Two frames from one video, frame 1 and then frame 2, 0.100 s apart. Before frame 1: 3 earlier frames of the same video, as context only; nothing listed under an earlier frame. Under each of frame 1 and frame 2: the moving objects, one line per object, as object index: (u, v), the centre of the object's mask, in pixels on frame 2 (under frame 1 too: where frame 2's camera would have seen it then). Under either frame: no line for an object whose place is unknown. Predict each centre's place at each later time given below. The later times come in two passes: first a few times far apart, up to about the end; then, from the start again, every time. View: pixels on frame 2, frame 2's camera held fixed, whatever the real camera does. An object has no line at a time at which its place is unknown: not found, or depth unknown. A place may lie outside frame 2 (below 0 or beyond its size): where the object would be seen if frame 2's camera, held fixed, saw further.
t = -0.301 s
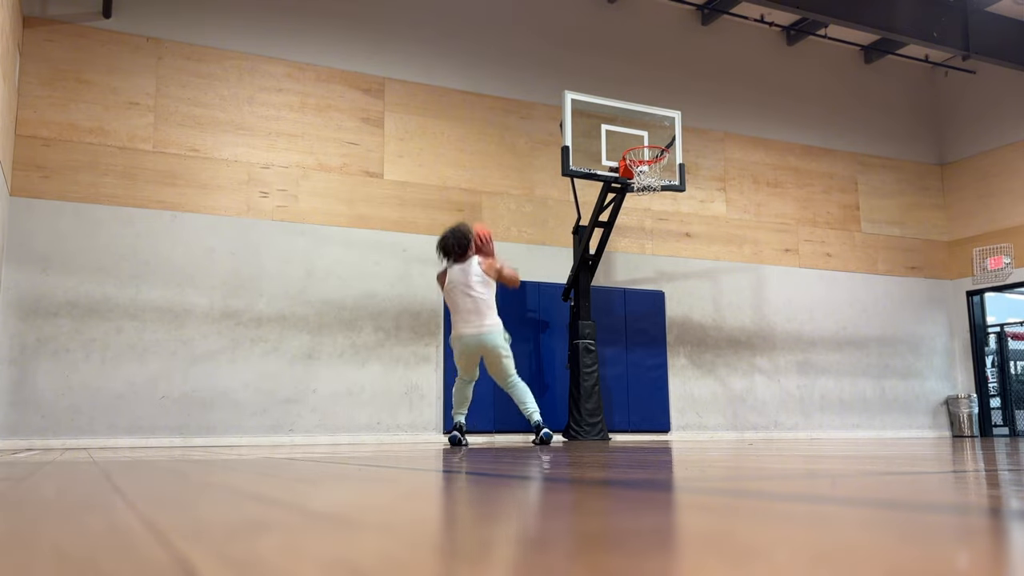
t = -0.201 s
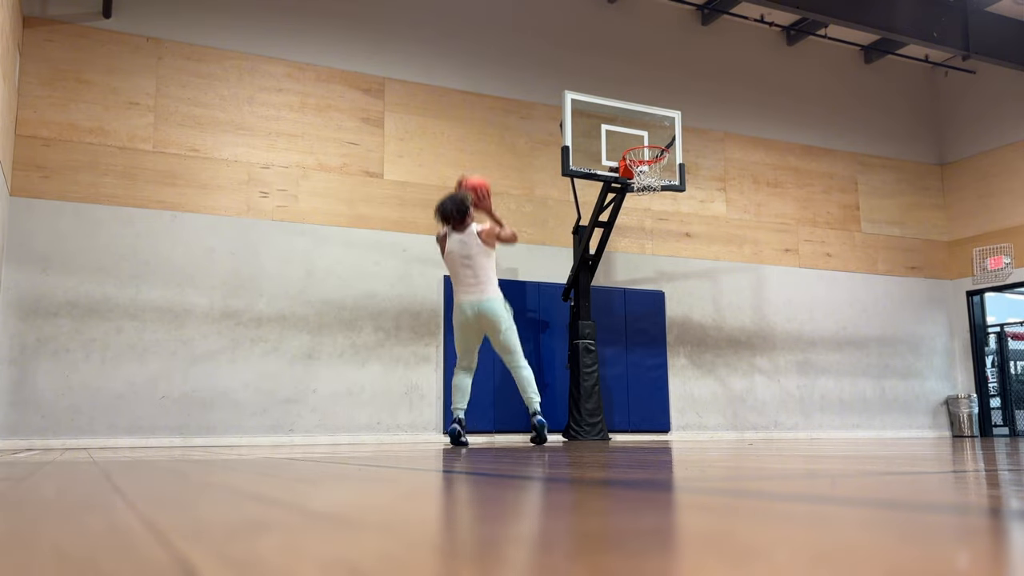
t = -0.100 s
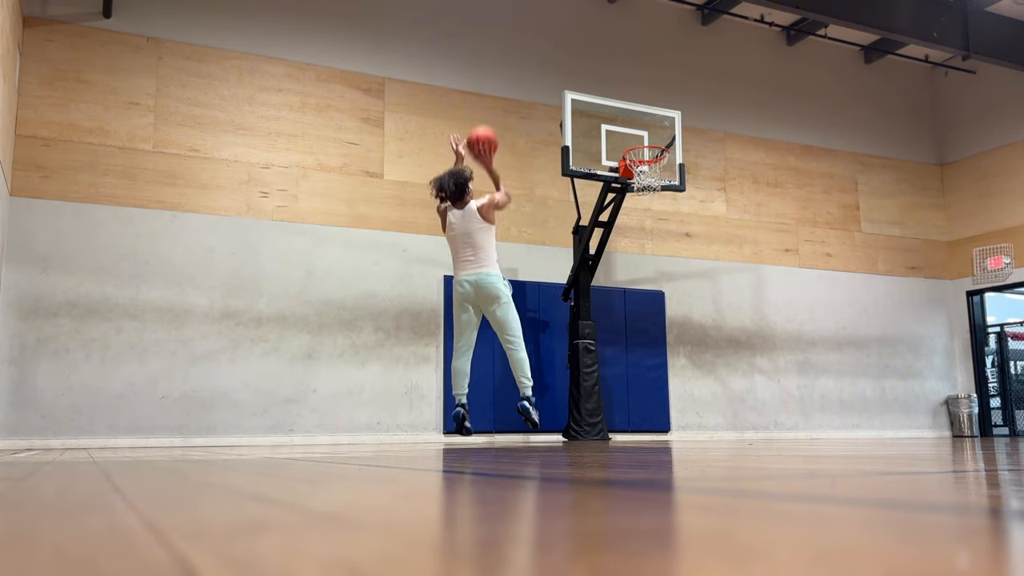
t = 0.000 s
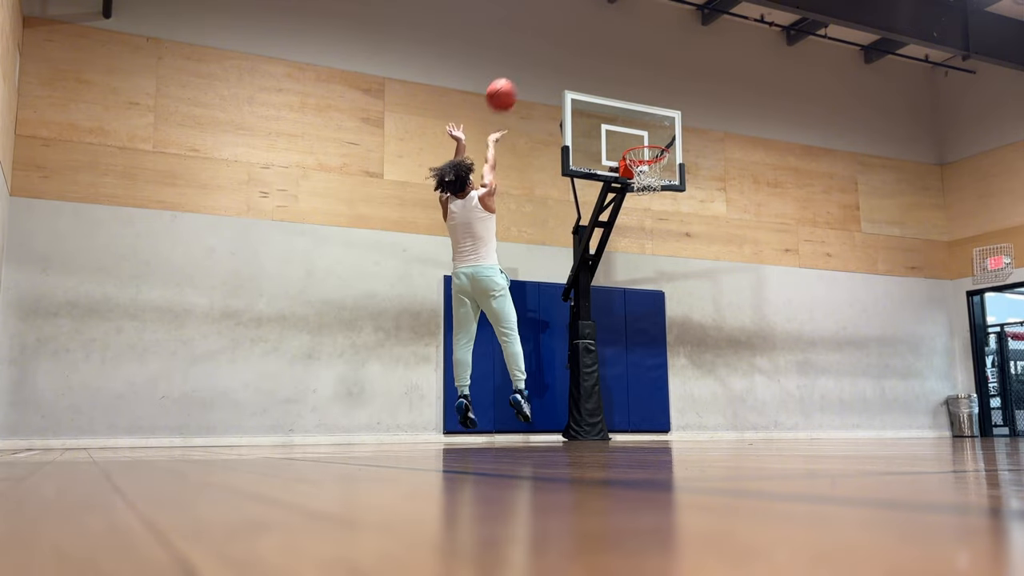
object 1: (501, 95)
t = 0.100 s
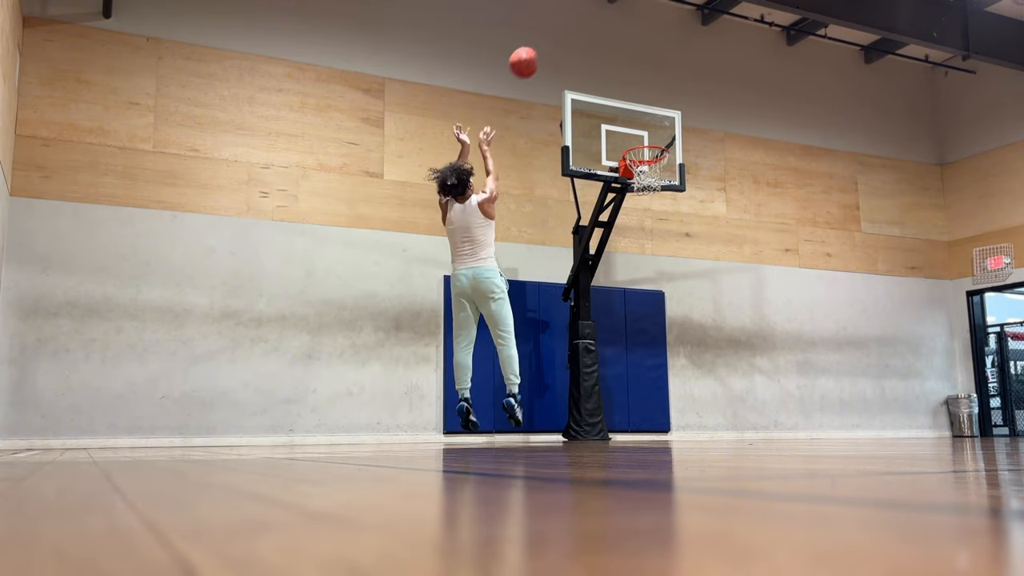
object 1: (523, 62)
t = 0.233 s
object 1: (551, 40)
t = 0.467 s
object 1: (593, 47)
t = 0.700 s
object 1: (629, 102)
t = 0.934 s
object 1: (656, 176)
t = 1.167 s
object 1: (648, 192)
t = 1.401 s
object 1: (639, 249)
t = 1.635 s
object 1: (633, 357)
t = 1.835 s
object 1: (624, 391)
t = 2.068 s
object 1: (606, 316)
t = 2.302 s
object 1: (589, 292)
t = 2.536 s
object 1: (572, 316)
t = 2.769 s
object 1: (557, 393)
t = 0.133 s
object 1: (530, 55)
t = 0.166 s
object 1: (538, 48)
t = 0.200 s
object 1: (544, 44)
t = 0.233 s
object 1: (551, 40)
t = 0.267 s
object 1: (557, 38)
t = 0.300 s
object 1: (563, 37)
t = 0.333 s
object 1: (569, 37)
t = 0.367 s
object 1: (575, 38)
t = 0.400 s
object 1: (581, 40)
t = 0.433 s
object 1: (587, 43)
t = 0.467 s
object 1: (593, 47)
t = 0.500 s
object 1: (598, 53)
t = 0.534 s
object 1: (603, 59)
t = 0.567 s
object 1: (608, 66)
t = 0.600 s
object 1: (614, 73)
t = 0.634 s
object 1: (619, 82)
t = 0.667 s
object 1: (624, 91)
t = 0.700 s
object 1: (629, 102)
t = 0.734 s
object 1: (634, 114)
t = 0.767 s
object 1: (639, 126)
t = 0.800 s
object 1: (644, 138)
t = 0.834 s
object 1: (648, 152)
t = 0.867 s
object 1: (654, 162)
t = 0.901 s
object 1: (656, 175)
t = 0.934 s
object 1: (656, 176)
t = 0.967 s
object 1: (655, 178)
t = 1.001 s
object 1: (653, 178)
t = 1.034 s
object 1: (652, 179)
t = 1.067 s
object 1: (652, 178)
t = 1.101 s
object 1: (650, 183)
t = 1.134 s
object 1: (649, 189)
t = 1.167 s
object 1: (648, 192)
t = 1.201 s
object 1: (646, 196)
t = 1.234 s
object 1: (645, 202)
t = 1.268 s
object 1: (643, 209)
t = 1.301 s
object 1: (642, 218)
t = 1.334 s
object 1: (641, 227)
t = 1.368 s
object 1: (640, 237)
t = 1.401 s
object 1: (639, 249)
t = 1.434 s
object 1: (638, 261)
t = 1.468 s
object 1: (637, 275)
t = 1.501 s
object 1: (636, 289)
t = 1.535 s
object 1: (635, 305)
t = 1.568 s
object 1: (635, 321)
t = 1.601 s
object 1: (634, 339)
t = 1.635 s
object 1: (633, 357)
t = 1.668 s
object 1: (633, 377)
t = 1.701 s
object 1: (632, 398)
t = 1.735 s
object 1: (632, 420)
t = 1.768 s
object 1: (630, 422)
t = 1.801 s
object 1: (627, 406)
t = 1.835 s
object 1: (624, 391)
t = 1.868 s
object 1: (622, 377)
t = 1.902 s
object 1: (619, 364)
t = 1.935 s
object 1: (616, 353)
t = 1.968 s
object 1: (613, 342)
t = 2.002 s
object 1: (611, 333)
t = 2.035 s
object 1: (608, 324)
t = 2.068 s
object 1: (606, 316)
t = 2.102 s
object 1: (603, 310)
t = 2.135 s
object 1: (601, 304)
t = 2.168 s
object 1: (598, 300)
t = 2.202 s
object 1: (596, 296)
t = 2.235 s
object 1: (593, 294)
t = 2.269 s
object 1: (591, 292)
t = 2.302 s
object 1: (589, 292)
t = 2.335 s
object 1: (586, 292)
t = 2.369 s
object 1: (584, 294)
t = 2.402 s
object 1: (582, 296)
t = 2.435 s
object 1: (579, 300)
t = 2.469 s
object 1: (577, 304)
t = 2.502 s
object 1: (575, 309)
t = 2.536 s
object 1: (572, 316)
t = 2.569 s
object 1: (570, 324)
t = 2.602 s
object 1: (568, 332)
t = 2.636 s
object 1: (566, 342)
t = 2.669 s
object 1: (564, 353)
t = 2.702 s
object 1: (562, 365)
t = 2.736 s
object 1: (559, 379)
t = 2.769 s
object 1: (557, 393)
